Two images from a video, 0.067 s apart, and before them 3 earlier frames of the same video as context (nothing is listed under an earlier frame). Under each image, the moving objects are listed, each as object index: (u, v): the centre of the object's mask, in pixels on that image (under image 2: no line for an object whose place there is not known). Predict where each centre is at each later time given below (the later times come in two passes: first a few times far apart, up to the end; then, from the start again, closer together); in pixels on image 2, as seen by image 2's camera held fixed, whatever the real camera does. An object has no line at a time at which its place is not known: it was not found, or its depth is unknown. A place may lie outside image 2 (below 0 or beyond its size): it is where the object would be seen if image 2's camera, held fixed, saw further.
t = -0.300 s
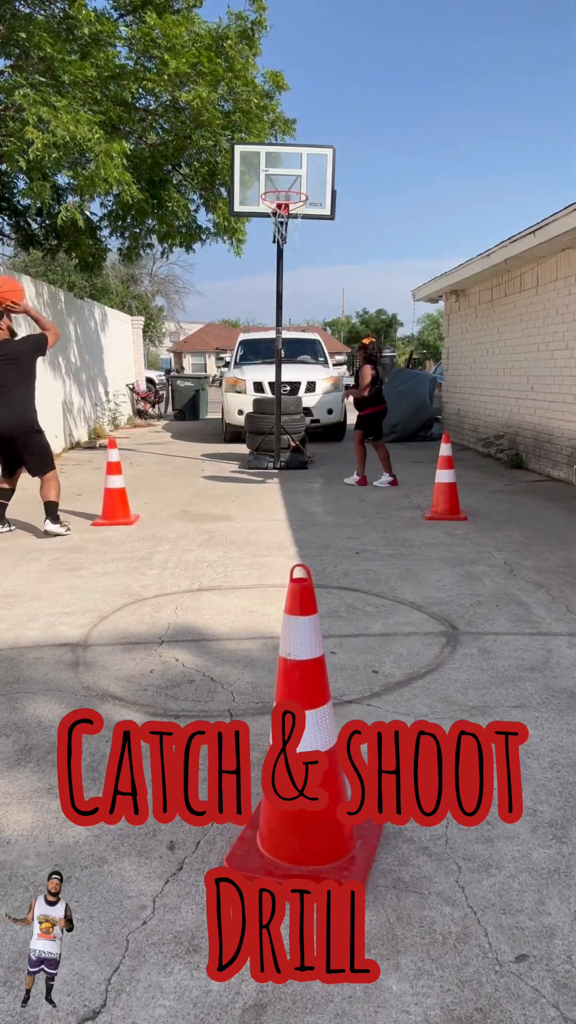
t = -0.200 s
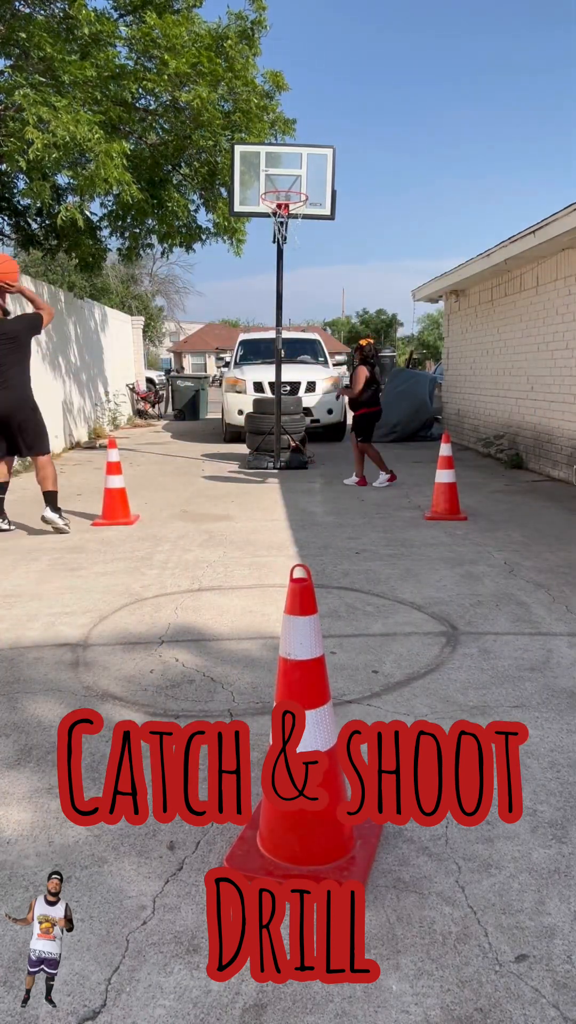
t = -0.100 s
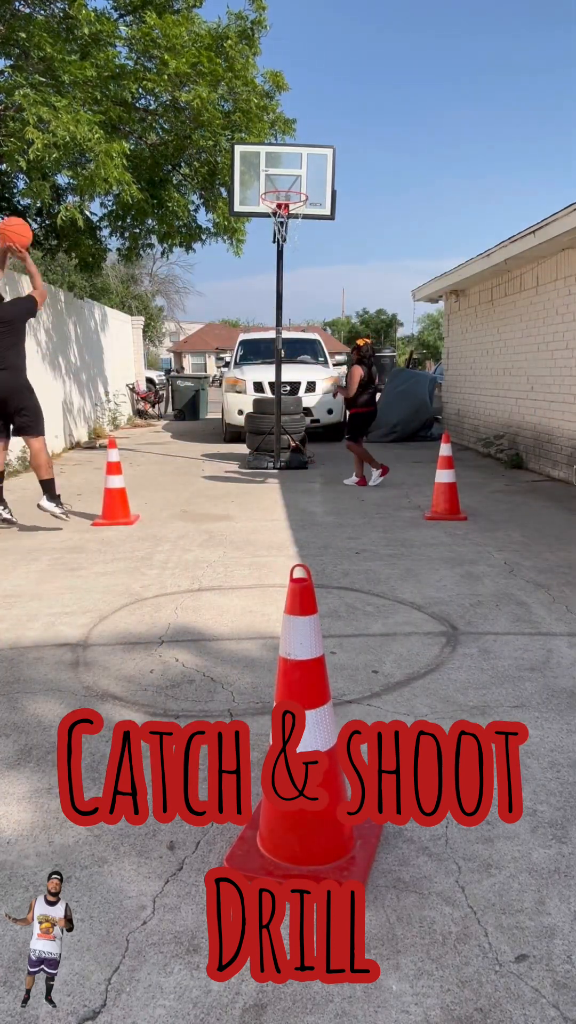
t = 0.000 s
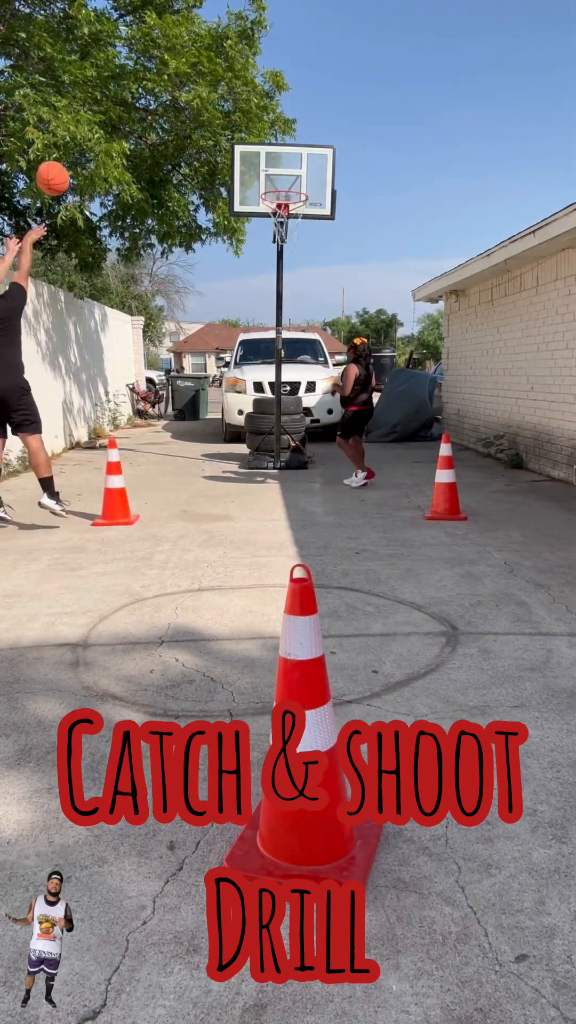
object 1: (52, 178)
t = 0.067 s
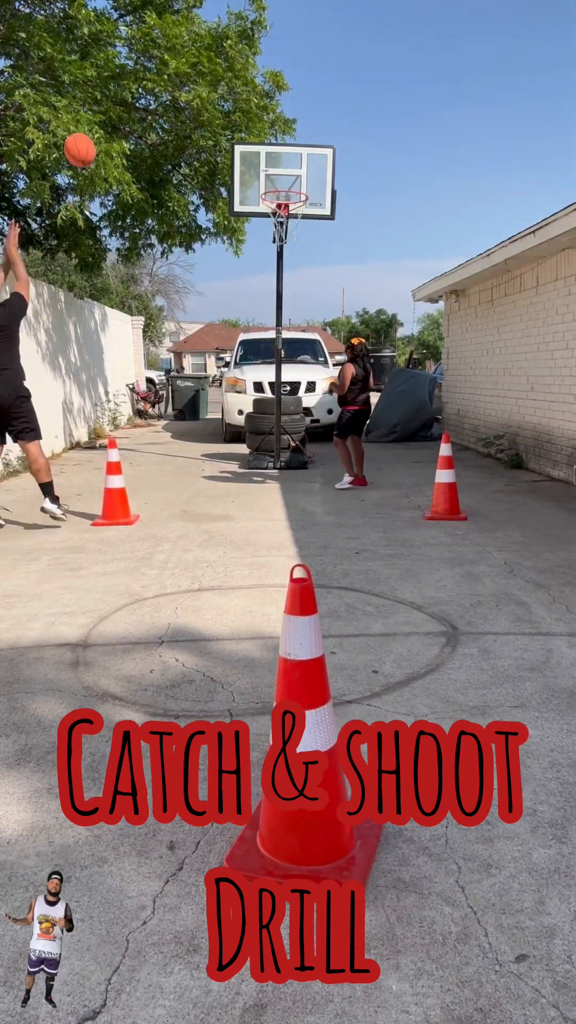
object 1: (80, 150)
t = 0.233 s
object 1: (142, 112)
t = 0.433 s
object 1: (205, 115)
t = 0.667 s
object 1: (267, 169)
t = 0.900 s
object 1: (311, 158)
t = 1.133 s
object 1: (358, 149)
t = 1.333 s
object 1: (401, 192)
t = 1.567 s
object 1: (454, 304)
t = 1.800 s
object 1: (510, 486)
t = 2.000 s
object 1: (565, 364)
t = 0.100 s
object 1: (93, 139)
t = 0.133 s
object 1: (106, 129)
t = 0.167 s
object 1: (118, 122)
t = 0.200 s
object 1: (130, 116)
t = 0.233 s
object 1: (142, 112)
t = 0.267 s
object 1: (153, 109)
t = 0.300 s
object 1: (164, 108)
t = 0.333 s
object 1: (175, 107)
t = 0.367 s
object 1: (185, 109)
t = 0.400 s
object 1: (195, 112)
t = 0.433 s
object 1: (205, 115)
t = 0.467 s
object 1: (215, 120)
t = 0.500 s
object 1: (224, 126)
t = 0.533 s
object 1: (233, 133)
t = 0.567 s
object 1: (242, 141)
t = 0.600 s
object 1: (251, 149)
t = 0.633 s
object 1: (259, 159)
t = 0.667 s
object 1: (267, 169)
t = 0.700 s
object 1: (275, 180)
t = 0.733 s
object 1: (282, 193)
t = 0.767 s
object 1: (287, 186)
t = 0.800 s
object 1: (293, 178)
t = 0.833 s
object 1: (299, 170)
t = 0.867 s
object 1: (305, 164)
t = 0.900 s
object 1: (311, 158)
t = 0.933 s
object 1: (317, 154)
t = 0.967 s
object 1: (324, 150)
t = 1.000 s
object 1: (330, 148)
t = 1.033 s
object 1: (337, 146)
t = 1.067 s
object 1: (344, 146)
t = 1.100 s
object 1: (351, 147)
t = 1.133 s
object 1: (358, 149)
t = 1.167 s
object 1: (365, 153)
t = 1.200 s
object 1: (372, 158)
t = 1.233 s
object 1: (379, 165)
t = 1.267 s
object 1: (387, 172)
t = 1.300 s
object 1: (394, 181)
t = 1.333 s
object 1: (401, 192)
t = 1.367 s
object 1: (409, 203)
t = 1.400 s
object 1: (416, 217)
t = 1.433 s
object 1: (424, 231)
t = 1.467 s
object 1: (431, 247)
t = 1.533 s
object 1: (446, 284)
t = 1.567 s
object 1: (454, 304)
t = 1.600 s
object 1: (462, 326)
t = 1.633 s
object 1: (470, 349)
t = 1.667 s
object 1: (477, 374)
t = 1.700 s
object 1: (485, 400)
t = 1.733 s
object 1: (493, 427)
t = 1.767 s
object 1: (501, 456)
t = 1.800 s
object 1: (510, 486)
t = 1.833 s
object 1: (518, 484)
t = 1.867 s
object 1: (528, 459)
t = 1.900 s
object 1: (538, 434)
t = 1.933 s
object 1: (548, 410)
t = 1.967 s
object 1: (558, 387)
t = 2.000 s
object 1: (565, 364)
